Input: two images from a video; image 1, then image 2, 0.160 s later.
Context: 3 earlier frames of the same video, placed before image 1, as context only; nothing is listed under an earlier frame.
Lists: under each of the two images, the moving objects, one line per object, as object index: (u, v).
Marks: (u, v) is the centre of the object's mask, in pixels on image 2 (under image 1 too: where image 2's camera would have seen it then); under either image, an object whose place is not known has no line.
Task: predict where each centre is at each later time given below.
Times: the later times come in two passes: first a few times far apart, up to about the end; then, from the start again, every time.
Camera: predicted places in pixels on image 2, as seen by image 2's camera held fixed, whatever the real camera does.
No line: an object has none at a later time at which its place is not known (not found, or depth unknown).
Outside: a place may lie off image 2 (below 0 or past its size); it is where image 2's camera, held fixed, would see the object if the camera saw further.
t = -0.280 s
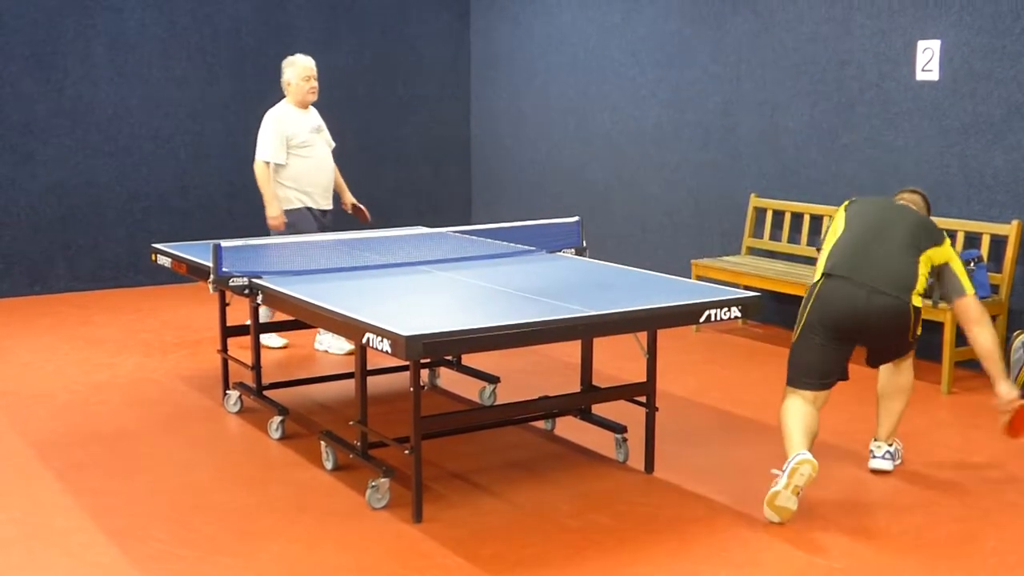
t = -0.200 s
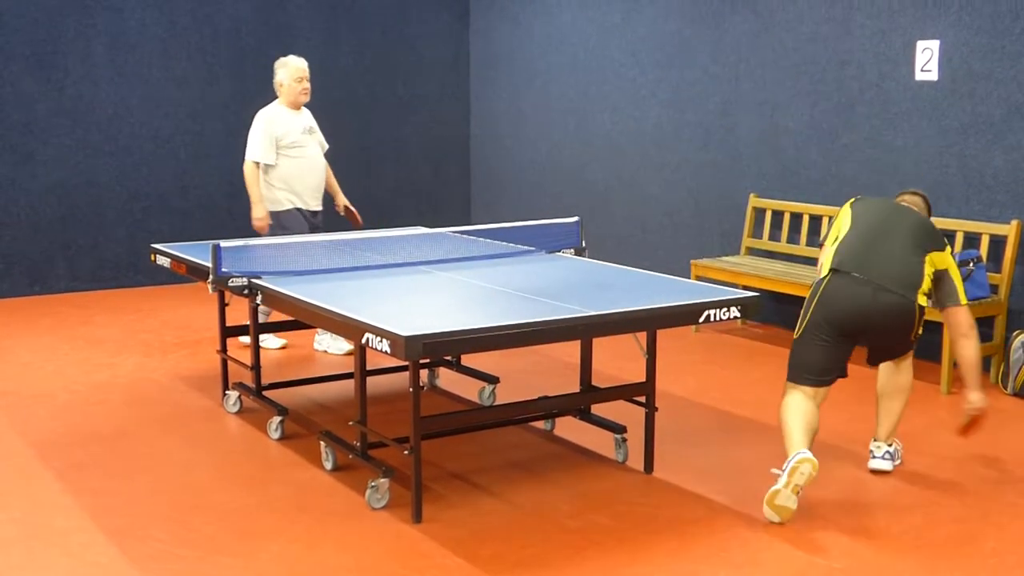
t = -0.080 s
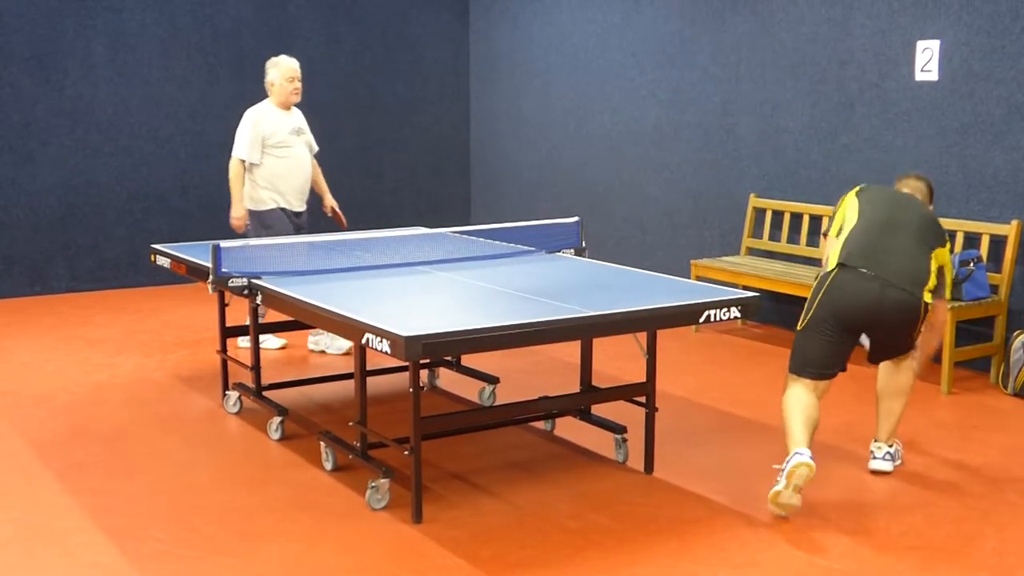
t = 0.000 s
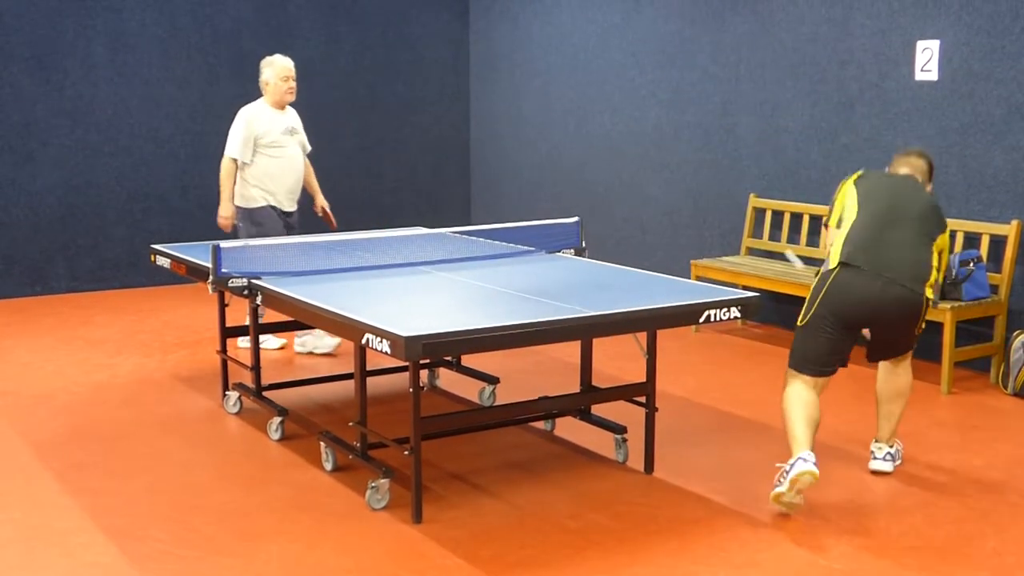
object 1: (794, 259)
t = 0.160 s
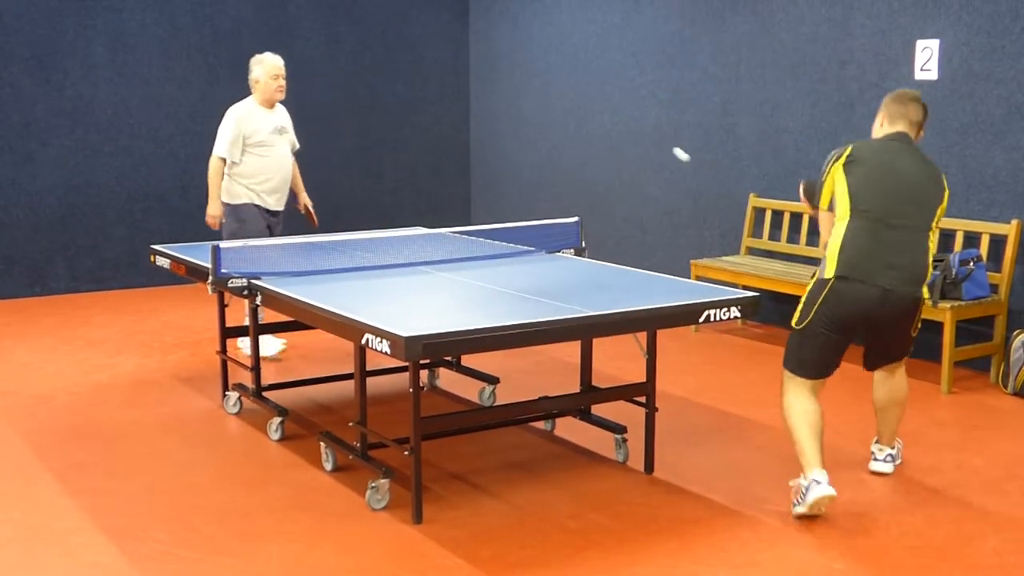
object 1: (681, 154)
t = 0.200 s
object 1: (657, 138)
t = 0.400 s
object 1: (554, 104)
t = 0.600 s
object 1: (473, 138)
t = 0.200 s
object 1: (657, 138)
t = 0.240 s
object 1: (635, 125)
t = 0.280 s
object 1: (613, 116)
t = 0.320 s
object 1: (592, 109)
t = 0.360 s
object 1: (573, 105)
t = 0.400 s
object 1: (554, 104)
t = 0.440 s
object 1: (536, 106)
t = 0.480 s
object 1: (520, 111)
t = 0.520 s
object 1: (503, 118)
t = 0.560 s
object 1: (488, 127)
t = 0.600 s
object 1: (473, 138)
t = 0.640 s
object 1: (458, 151)
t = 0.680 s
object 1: (444, 166)
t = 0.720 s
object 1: (431, 182)
